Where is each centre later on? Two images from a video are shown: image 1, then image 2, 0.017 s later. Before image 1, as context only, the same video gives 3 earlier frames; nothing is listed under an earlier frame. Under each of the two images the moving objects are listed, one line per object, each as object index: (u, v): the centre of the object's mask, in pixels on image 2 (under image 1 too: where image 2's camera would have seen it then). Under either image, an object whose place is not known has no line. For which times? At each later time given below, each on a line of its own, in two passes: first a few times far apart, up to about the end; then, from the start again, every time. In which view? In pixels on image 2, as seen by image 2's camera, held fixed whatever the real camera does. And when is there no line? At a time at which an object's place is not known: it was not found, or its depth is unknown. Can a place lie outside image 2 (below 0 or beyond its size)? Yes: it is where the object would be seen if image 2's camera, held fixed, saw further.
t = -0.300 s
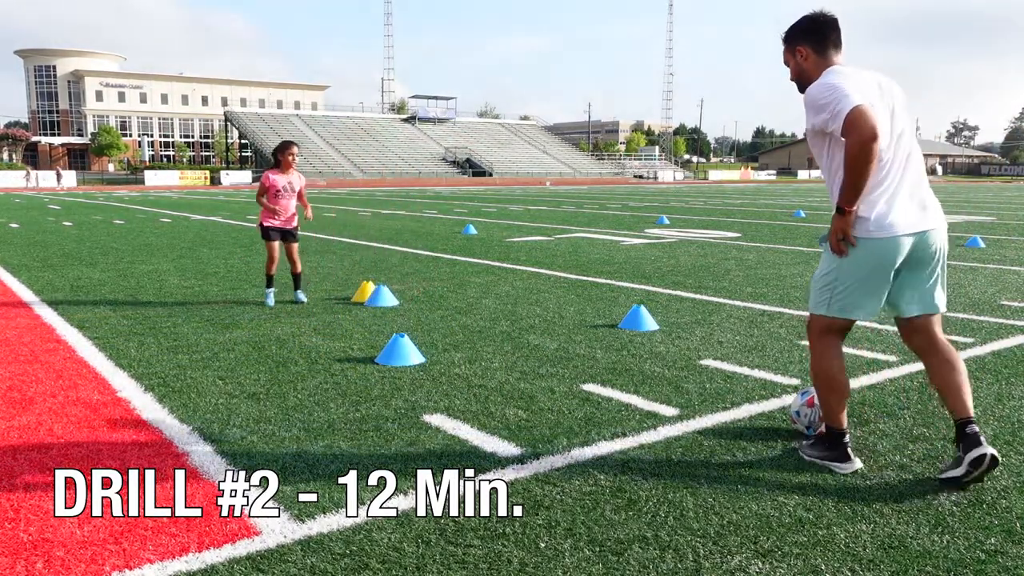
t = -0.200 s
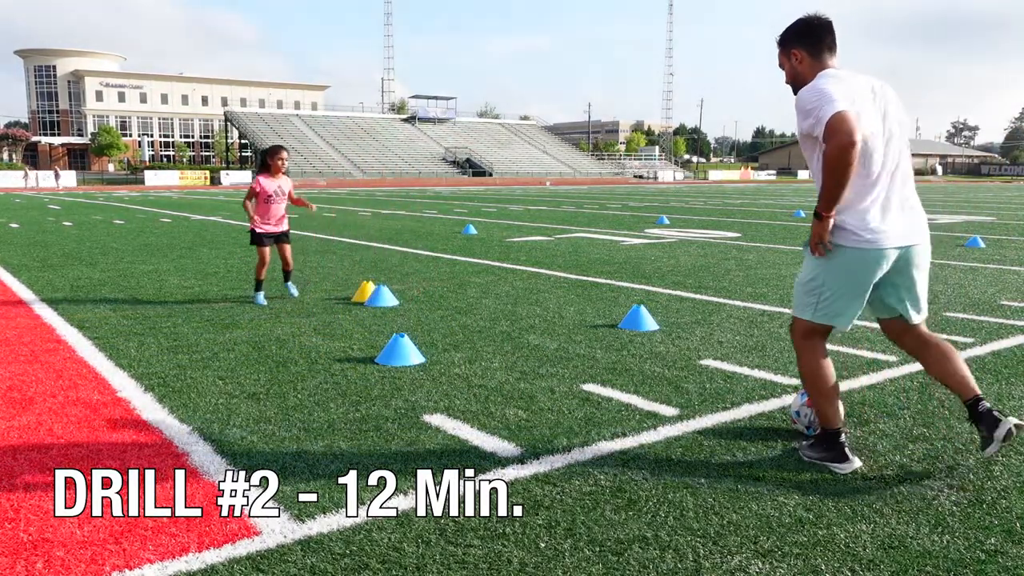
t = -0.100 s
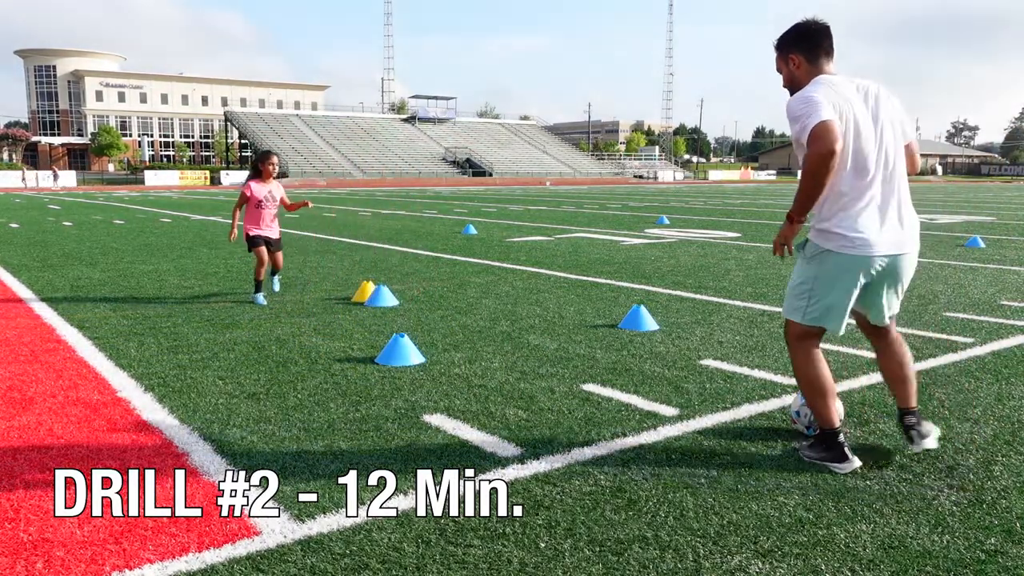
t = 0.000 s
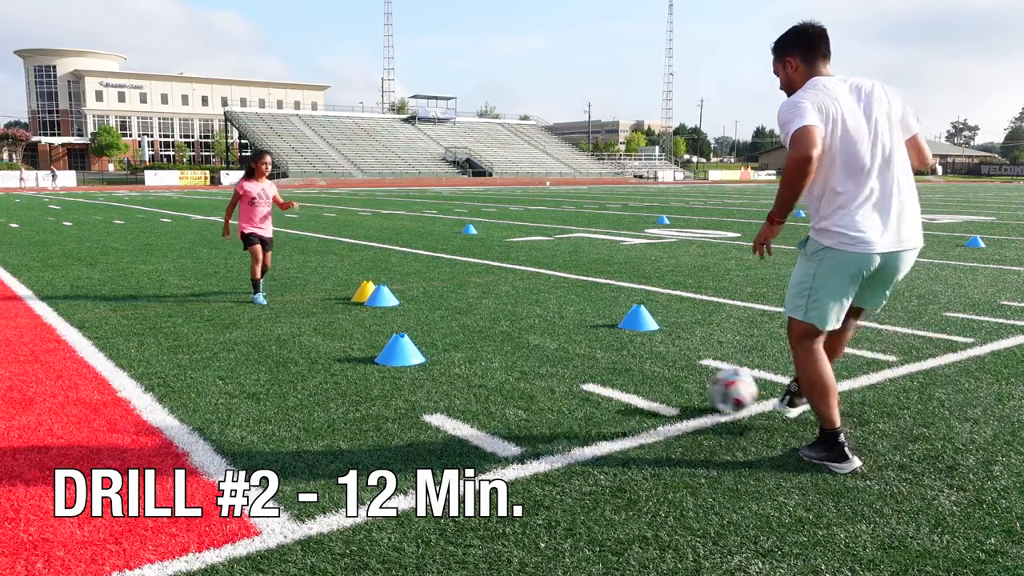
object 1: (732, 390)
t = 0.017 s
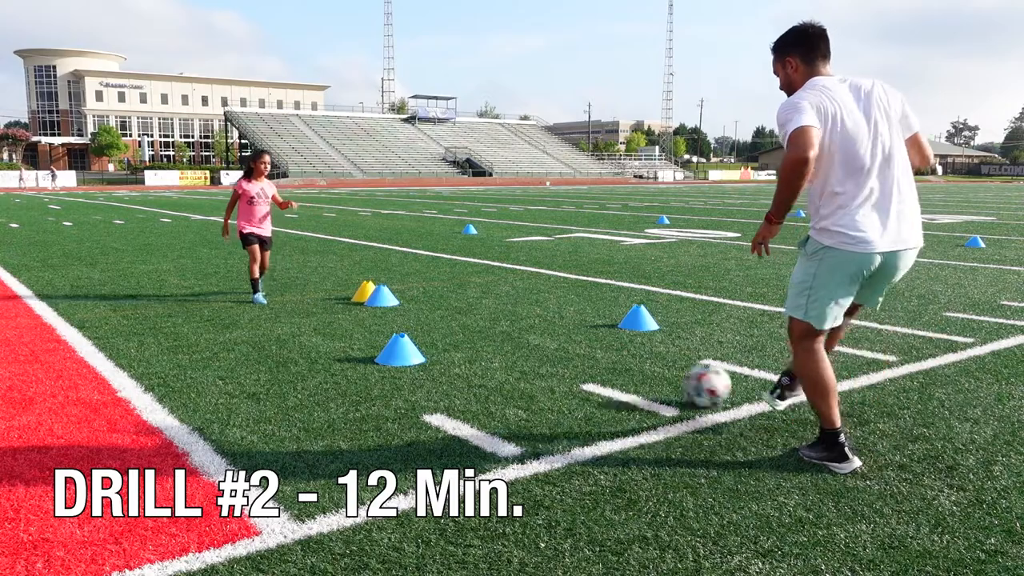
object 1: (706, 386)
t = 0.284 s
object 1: (452, 326)
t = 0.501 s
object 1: (348, 304)
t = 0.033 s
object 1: (684, 381)
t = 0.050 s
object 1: (662, 375)
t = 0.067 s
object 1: (643, 370)
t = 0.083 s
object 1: (624, 364)
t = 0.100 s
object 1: (606, 360)
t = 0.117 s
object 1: (589, 354)
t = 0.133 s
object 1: (573, 352)
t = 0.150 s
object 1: (556, 348)
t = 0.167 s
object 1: (540, 347)
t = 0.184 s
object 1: (526, 345)
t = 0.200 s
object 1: (510, 343)
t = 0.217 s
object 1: (500, 338)
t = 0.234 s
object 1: (487, 334)
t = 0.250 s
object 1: (475, 331)
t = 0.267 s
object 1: (465, 328)
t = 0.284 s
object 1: (452, 326)
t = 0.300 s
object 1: (443, 325)
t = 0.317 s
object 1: (433, 323)
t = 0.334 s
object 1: (423, 322)
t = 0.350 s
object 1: (415, 319)
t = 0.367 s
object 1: (406, 316)
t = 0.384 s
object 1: (399, 312)
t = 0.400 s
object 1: (392, 309)
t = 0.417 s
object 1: (384, 308)
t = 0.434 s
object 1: (377, 305)
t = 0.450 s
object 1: (370, 305)
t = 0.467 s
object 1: (362, 304)
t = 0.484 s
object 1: (355, 303)
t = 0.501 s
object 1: (348, 304)
